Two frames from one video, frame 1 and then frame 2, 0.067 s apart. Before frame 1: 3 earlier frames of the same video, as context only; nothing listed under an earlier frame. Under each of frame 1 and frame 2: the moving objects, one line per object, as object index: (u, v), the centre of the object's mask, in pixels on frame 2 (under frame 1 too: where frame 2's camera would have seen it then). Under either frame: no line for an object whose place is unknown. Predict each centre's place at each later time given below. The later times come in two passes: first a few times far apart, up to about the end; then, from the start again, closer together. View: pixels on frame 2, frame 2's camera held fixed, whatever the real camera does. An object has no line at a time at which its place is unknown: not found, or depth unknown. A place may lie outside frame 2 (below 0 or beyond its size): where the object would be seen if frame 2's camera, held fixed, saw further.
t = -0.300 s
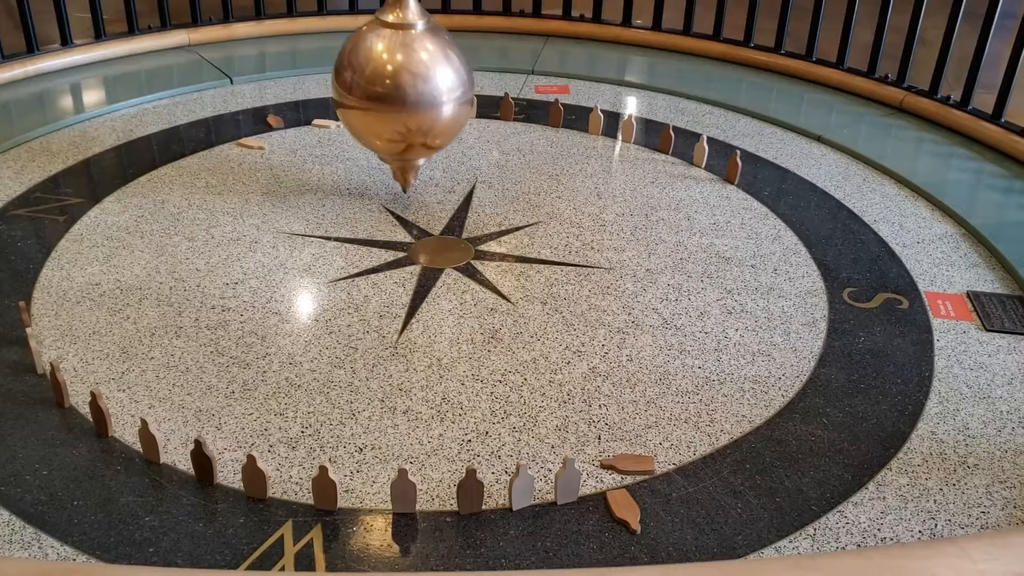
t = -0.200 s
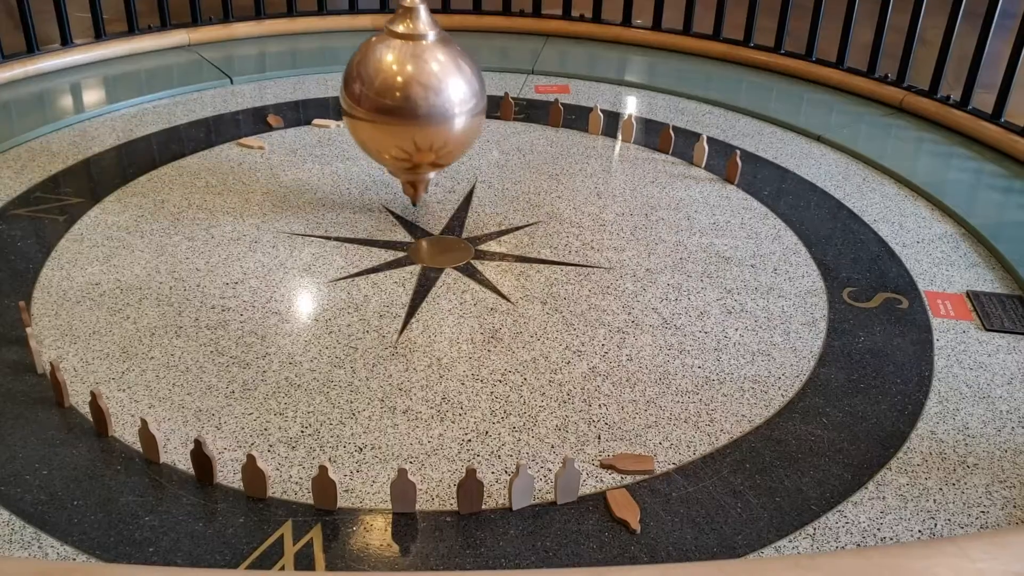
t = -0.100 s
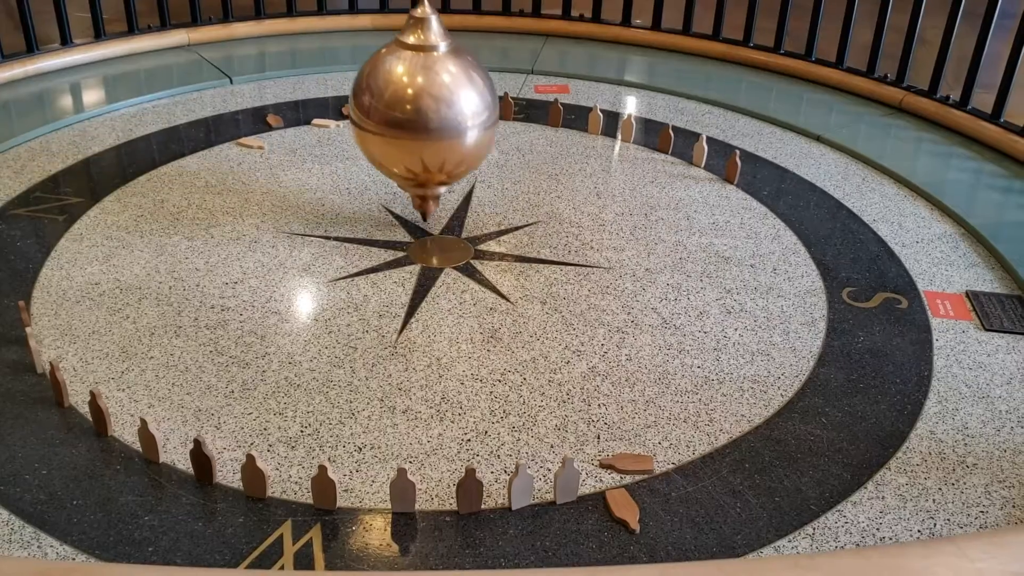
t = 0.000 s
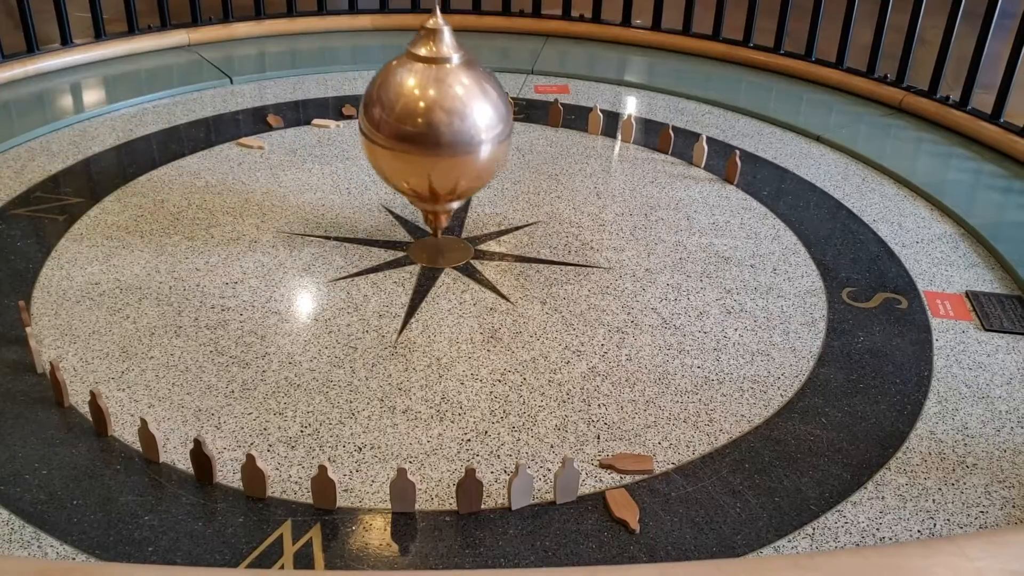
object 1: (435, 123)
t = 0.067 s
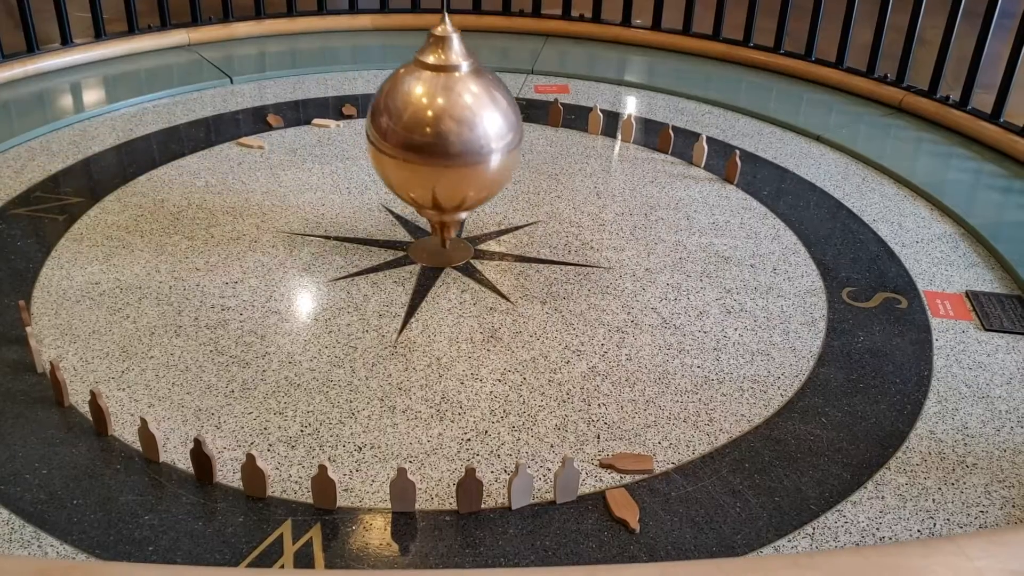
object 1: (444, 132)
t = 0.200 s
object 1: (462, 151)
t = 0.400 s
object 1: (490, 181)
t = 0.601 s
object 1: (520, 213)
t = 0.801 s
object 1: (551, 244)
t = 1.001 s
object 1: (582, 274)
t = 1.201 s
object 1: (611, 302)
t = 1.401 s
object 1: (635, 325)
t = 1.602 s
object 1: (652, 340)
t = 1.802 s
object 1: (660, 348)
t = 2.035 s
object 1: (656, 343)
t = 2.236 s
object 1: (640, 330)
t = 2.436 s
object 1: (615, 308)
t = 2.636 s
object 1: (585, 282)
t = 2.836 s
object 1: (554, 250)
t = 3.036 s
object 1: (522, 217)
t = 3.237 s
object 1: (491, 186)
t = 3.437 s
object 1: (463, 155)
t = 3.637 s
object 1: (436, 127)
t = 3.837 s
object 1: (412, 102)
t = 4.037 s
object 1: (391, 80)
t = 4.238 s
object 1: (374, 64)
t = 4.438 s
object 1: (362, 51)
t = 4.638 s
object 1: (351, 41)
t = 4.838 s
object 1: (343, 36)
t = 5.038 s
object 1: (336, 31)
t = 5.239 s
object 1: (332, 28)
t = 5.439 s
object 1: (330, 27)
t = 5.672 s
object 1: (332, 28)
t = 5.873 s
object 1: (337, 32)
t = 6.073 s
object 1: (346, 36)
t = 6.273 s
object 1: (355, 44)
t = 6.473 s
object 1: (367, 54)
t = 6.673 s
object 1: (379, 68)
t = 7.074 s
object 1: (419, 110)
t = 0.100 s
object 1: (448, 137)
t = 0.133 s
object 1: (453, 142)
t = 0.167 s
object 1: (457, 147)
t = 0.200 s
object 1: (462, 151)
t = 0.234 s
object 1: (466, 156)
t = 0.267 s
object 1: (471, 161)
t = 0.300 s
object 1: (476, 166)
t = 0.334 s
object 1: (480, 171)
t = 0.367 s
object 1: (485, 176)
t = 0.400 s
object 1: (490, 181)
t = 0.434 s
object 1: (495, 187)
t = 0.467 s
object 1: (500, 192)
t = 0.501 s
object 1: (505, 197)
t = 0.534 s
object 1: (510, 202)
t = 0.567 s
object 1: (515, 208)
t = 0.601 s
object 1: (520, 213)
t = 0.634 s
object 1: (525, 218)
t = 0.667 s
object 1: (531, 223)
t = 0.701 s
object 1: (536, 228)
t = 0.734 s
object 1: (541, 233)
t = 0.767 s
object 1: (546, 239)
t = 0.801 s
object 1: (551, 244)
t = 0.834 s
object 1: (557, 249)
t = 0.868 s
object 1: (562, 254)
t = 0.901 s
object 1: (567, 260)
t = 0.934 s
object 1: (572, 265)
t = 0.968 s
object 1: (577, 270)
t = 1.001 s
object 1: (582, 274)
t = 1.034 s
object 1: (587, 279)
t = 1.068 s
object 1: (592, 284)
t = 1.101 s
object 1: (597, 289)
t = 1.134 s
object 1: (601, 294)
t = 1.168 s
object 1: (606, 298)
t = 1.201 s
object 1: (611, 302)
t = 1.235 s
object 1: (615, 307)
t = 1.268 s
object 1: (619, 311)
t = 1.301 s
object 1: (623, 314)
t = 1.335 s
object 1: (628, 318)
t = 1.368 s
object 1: (632, 322)
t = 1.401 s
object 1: (635, 325)
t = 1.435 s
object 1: (638, 328)
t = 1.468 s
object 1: (641, 331)
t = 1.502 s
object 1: (644, 334)
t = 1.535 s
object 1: (647, 336)
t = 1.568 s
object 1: (649, 339)
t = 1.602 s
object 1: (652, 340)
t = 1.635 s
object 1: (654, 342)
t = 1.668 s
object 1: (656, 344)
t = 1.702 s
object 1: (658, 345)
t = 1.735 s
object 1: (659, 346)
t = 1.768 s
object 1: (660, 347)
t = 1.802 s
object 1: (660, 348)
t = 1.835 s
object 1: (660, 348)
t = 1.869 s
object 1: (660, 348)
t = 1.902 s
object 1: (660, 348)
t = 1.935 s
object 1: (660, 347)
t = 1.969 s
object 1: (658, 346)
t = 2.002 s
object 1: (657, 345)
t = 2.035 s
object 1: (656, 343)
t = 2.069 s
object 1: (654, 342)
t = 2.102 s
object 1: (652, 340)
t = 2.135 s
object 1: (649, 338)
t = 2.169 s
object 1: (646, 335)
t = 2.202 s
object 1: (643, 333)
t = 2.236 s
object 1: (640, 330)
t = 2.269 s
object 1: (636, 327)
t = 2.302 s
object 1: (632, 323)
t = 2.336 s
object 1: (628, 320)
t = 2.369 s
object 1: (624, 316)
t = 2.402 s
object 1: (619, 313)
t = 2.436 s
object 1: (615, 308)
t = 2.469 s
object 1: (610, 304)
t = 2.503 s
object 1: (605, 299)
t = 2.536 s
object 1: (601, 295)
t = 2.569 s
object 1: (595, 291)
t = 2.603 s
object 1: (590, 286)
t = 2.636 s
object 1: (585, 282)
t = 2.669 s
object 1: (580, 277)
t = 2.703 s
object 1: (575, 272)
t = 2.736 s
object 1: (569, 266)
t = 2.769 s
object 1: (564, 260)
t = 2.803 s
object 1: (559, 255)
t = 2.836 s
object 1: (554, 250)
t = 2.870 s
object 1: (548, 245)
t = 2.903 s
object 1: (543, 239)
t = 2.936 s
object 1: (538, 233)
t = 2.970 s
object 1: (532, 228)
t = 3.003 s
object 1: (526, 223)
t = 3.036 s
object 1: (522, 217)
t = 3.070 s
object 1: (516, 212)
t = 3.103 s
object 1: (511, 206)
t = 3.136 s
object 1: (506, 201)
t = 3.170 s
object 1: (501, 197)
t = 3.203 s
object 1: (496, 191)
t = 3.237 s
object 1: (491, 186)
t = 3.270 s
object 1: (486, 181)
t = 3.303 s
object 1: (481, 176)
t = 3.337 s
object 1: (476, 170)
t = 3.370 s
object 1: (472, 164)
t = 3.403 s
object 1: (467, 160)
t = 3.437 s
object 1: (463, 155)
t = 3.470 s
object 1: (458, 150)
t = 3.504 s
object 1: (454, 146)
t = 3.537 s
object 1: (449, 140)
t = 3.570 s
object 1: (445, 136)
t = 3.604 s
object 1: (440, 131)
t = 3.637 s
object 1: (436, 127)
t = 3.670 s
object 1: (432, 123)
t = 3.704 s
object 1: (428, 118)
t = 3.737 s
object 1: (423, 114)
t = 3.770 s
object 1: (420, 110)
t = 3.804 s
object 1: (416, 105)
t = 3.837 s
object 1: (412, 102)
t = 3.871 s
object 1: (408, 98)
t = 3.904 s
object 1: (404, 94)
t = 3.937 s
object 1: (400, 91)
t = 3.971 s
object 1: (395, 88)
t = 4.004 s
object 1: (393, 84)
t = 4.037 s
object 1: (391, 80)
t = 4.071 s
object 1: (388, 77)
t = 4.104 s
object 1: (385, 74)
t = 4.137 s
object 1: (383, 71)
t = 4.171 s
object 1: (380, 69)
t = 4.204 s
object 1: (377, 66)
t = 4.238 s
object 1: (374, 64)
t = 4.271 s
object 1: (372, 61)
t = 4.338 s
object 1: (367, 57)
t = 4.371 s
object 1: (366, 55)
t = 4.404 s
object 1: (364, 53)
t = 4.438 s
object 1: (362, 51)
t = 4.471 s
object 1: (360, 49)
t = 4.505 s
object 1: (358, 47)
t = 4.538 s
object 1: (357, 45)
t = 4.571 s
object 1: (355, 44)
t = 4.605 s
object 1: (353, 42)
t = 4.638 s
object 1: (351, 41)
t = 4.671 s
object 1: (350, 40)
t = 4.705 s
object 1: (348, 39)
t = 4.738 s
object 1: (347, 38)
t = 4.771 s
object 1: (345, 37)
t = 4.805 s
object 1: (344, 37)
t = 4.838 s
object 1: (343, 36)
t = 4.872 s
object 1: (341, 34)
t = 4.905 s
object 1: (340, 33)
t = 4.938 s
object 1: (338, 33)
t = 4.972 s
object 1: (337, 32)
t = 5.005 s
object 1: (336, 31)
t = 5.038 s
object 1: (336, 31)
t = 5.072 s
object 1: (335, 30)
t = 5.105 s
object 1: (334, 29)
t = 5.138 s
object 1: (333, 29)
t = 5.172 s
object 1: (333, 28)
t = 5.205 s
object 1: (332, 28)
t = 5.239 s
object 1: (332, 28)
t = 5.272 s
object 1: (331, 28)
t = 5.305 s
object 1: (330, 27)
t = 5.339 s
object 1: (330, 27)
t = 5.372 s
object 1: (330, 27)
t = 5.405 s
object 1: (330, 27)
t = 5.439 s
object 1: (330, 27)
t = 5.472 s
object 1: (330, 27)
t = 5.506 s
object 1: (330, 27)
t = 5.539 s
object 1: (330, 27)
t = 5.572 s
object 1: (330, 27)
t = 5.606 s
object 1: (331, 27)
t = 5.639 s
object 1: (331, 28)
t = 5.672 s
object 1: (332, 28)
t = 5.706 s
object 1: (333, 28)
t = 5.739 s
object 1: (334, 29)
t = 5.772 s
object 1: (335, 29)
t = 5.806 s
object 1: (336, 30)
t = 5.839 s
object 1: (336, 31)
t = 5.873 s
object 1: (337, 32)
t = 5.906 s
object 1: (338, 32)
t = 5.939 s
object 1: (341, 33)
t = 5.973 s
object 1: (342, 34)
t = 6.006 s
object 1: (343, 35)
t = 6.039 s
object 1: (344, 35)
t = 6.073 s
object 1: (346, 36)
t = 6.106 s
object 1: (347, 37)
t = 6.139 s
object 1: (348, 39)
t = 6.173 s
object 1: (350, 40)
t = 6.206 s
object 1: (351, 42)
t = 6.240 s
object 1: (354, 43)
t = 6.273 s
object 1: (355, 44)
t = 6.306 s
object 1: (357, 45)
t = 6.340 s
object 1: (359, 47)
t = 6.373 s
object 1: (361, 48)
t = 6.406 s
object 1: (362, 50)
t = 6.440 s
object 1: (365, 52)
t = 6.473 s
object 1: (367, 54)
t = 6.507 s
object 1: (369, 56)
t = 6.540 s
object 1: (369, 59)
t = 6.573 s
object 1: (371, 61)
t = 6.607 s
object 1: (375, 63)
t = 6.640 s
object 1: (376, 66)
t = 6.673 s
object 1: (379, 68)
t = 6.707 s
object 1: (381, 71)
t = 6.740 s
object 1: (385, 74)
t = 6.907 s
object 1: (402, 90)
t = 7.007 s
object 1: (411, 101)
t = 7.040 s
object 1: (415, 105)
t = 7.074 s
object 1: (419, 110)
